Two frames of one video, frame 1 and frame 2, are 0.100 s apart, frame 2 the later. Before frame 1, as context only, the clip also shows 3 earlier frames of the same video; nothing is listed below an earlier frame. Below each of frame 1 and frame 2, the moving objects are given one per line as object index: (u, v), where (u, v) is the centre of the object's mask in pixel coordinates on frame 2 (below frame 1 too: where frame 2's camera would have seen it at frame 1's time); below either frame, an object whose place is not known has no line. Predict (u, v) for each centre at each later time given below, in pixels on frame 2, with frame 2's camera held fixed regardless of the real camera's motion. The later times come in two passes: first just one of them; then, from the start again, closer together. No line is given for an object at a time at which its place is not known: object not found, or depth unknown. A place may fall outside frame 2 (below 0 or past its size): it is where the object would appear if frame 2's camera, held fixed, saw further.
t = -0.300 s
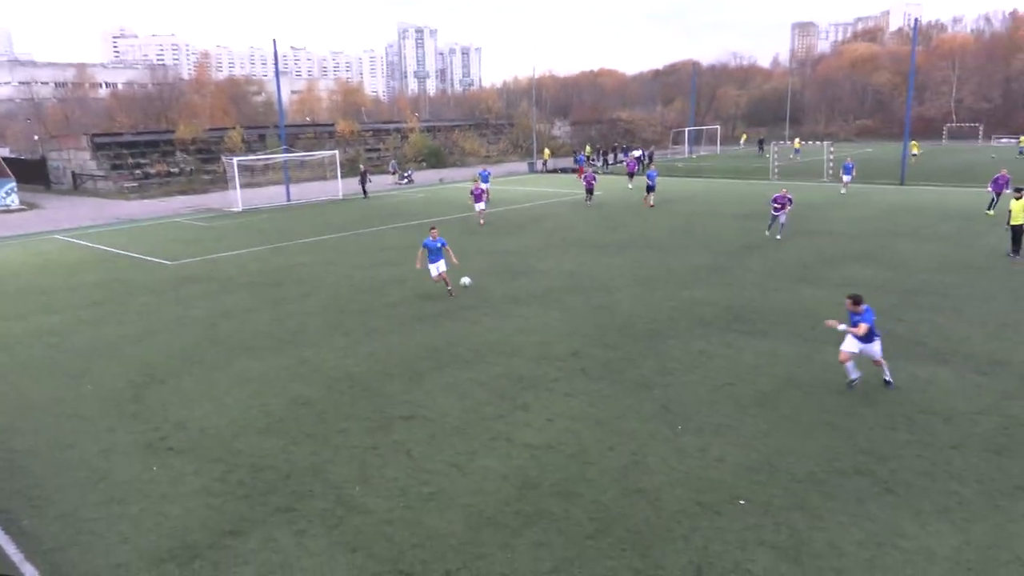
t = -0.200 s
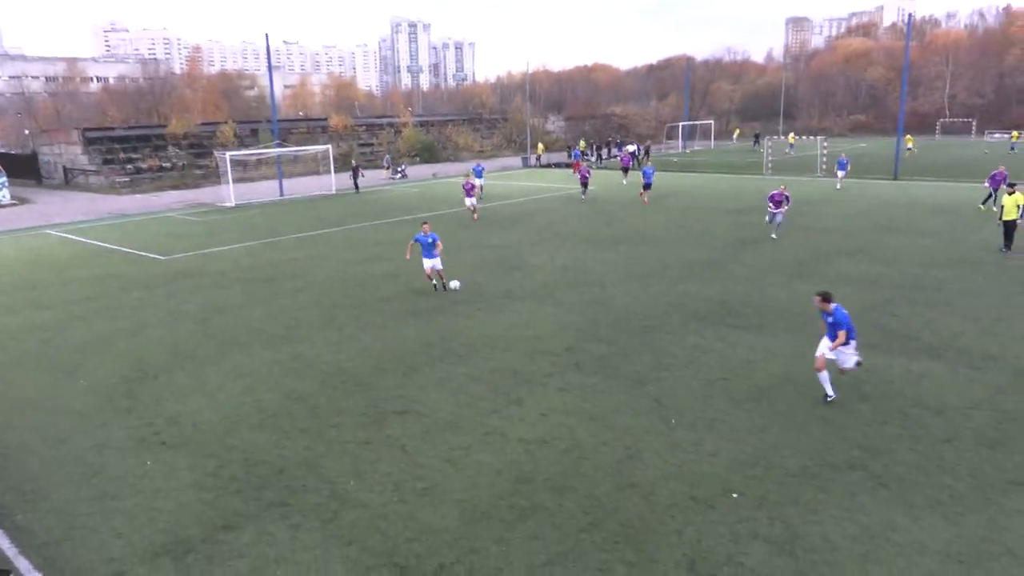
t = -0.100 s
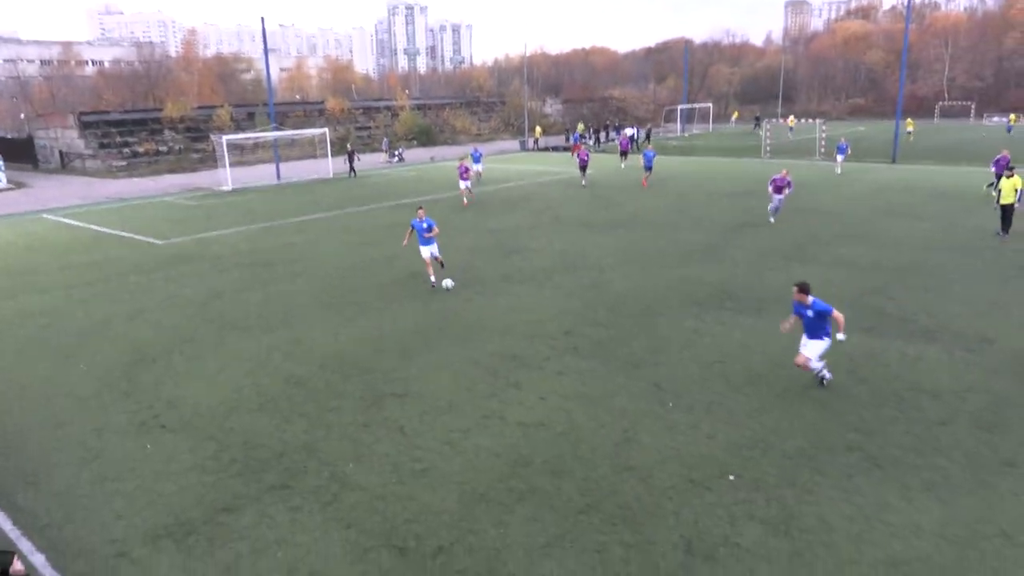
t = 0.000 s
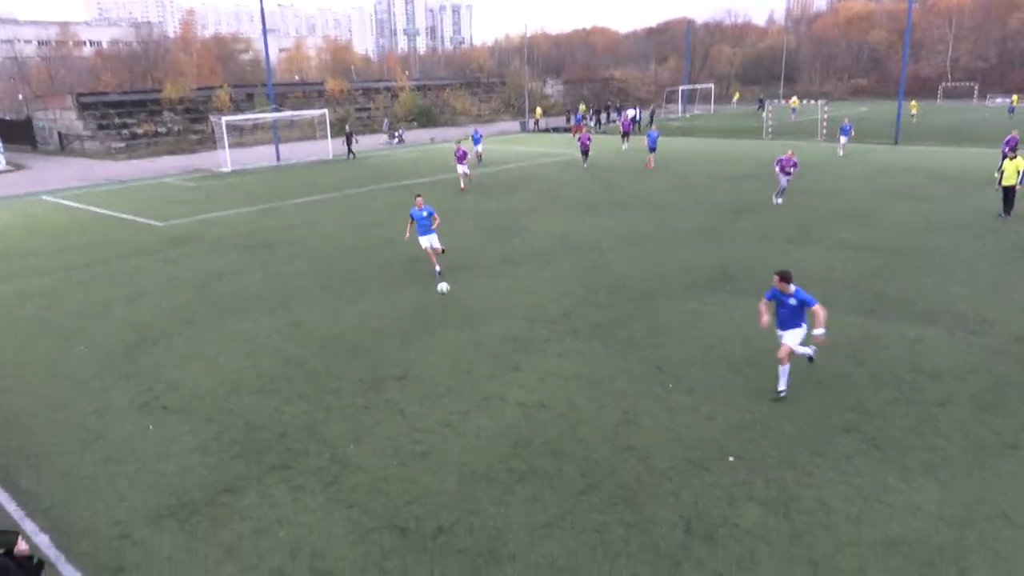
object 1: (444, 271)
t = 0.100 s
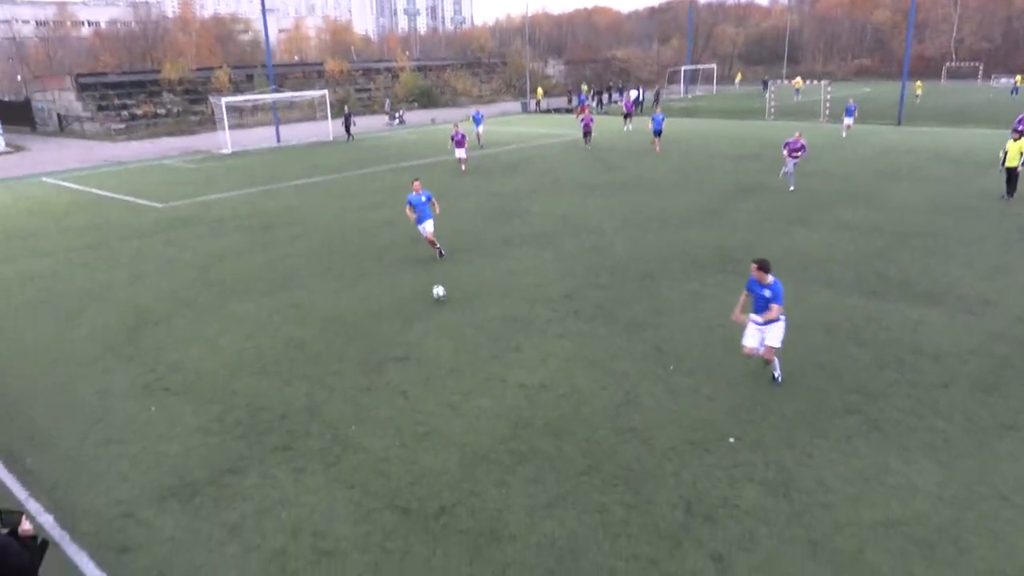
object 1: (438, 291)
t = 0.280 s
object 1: (422, 297)
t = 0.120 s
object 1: (437, 290)
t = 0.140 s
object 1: (435, 290)
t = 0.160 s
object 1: (433, 290)
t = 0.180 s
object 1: (431, 291)
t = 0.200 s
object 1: (430, 292)
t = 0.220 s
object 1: (428, 292)
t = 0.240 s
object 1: (426, 293)
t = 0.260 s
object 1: (424, 295)
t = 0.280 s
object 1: (422, 297)
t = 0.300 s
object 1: (420, 299)
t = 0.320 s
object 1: (418, 302)
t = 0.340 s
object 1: (416, 305)
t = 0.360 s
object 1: (414, 308)
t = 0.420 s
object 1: (408, 320)
